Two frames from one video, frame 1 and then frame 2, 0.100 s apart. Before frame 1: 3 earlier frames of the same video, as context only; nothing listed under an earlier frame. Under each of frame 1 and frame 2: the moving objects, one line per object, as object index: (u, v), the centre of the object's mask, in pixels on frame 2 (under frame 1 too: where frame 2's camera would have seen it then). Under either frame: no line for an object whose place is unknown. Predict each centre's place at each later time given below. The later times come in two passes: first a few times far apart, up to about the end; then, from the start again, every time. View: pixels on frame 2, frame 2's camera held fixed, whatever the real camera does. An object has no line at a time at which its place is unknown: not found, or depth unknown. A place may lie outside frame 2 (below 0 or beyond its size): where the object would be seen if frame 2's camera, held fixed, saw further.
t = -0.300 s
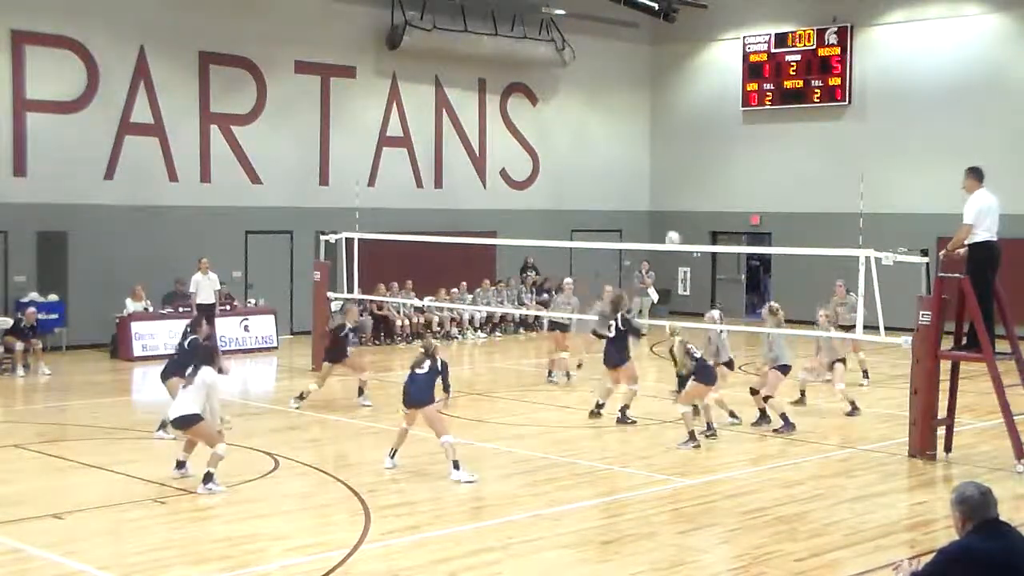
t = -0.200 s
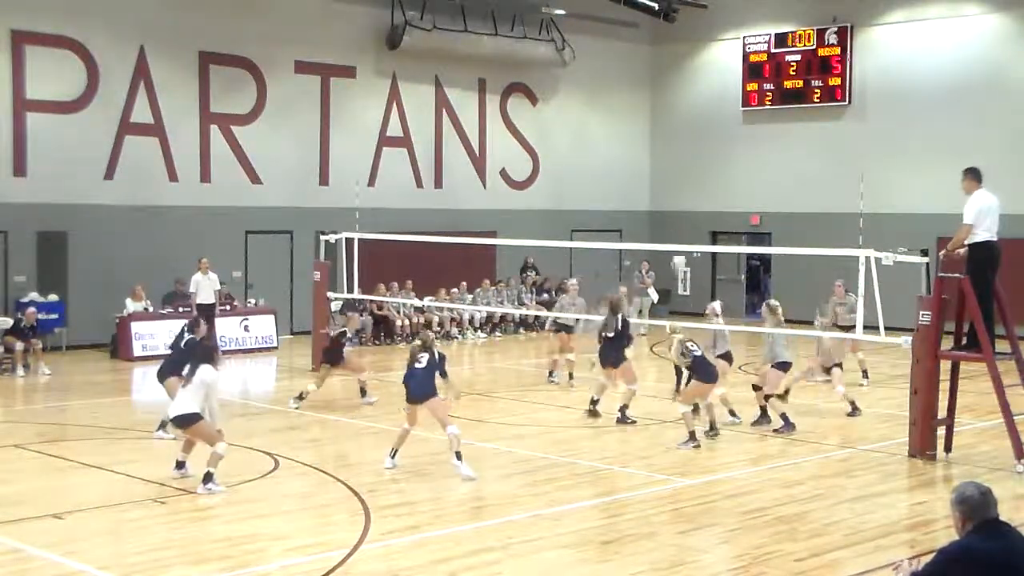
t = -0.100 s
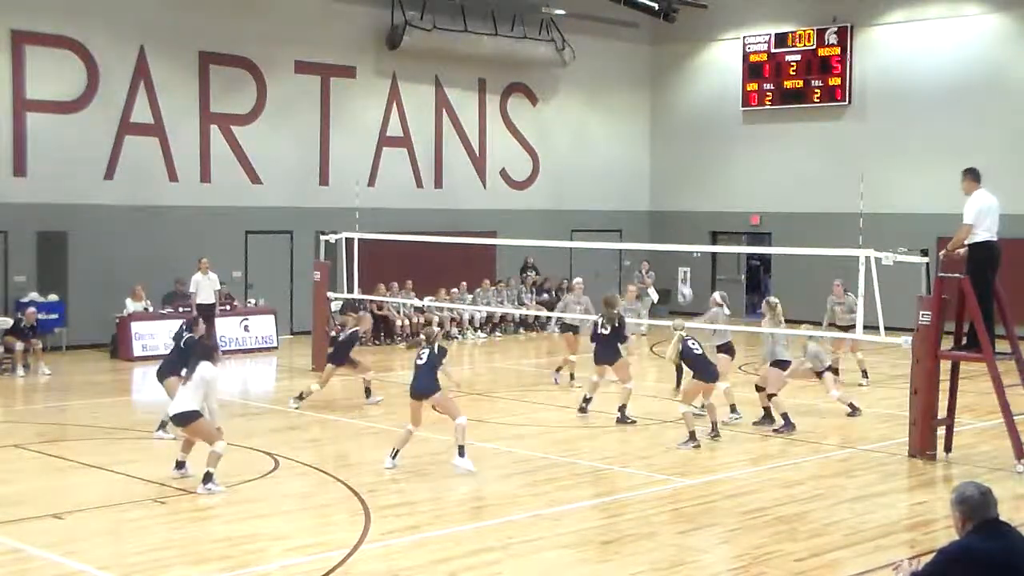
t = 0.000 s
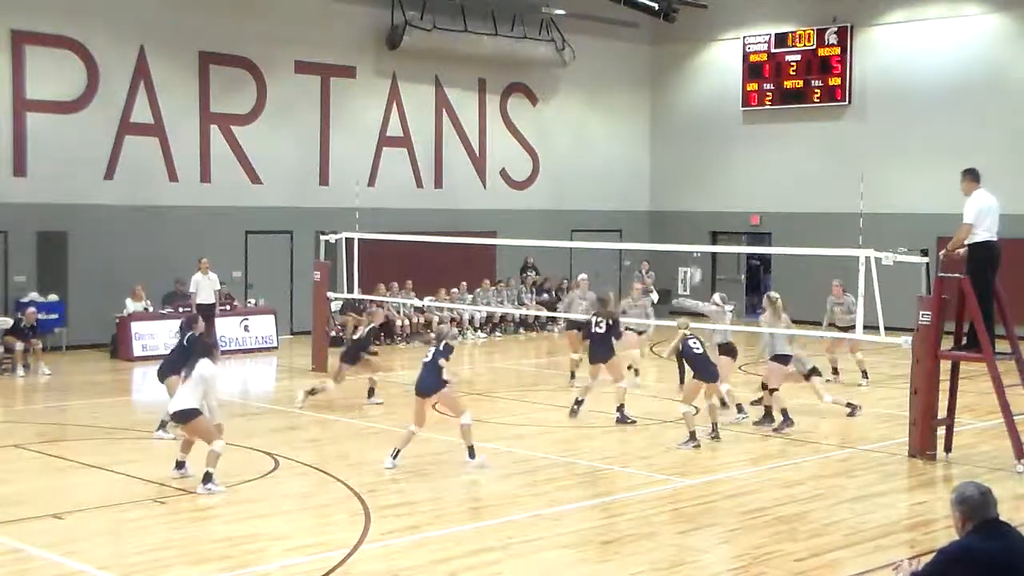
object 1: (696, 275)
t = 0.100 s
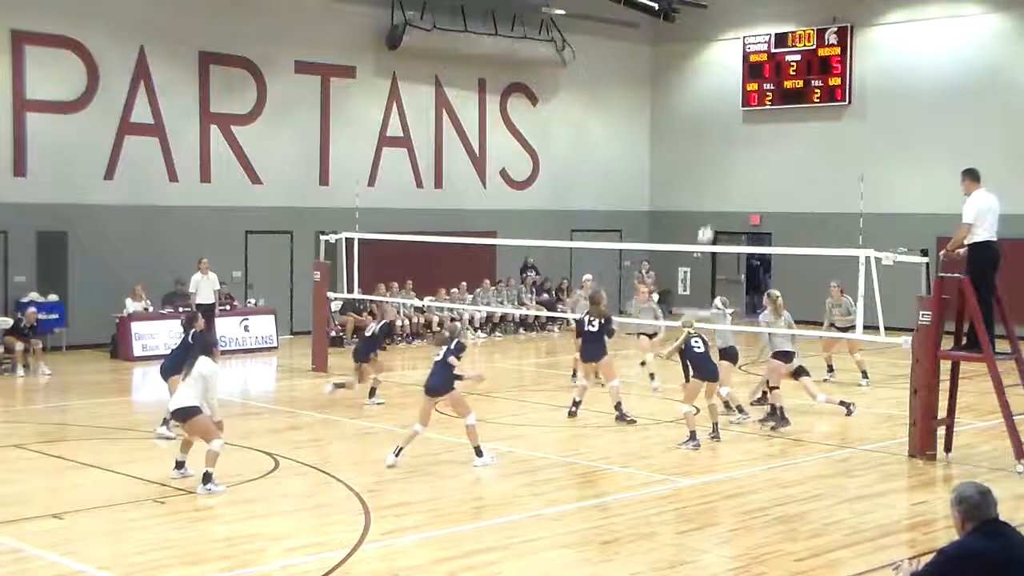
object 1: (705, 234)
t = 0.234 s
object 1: (718, 194)
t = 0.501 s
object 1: (750, 157)
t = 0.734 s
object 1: (768, 166)
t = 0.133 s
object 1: (709, 222)
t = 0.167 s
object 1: (713, 214)
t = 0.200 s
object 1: (717, 203)
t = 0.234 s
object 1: (718, 194)
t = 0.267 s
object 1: (723, 185)
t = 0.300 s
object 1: (728, 179)
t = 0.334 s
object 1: (729, 173)
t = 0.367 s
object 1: (734, 167)
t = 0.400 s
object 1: (738, 165)
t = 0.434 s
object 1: (741, 162)
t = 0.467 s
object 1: (744, 160)
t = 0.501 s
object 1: (750, 157)
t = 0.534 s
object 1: (751, 158)
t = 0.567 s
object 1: (754, 156)
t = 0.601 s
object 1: (756, 157)
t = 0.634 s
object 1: (758, 157)
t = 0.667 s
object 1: (761, 160)
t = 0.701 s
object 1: (764, 163)
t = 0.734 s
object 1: (768, 166)
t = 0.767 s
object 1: (771, 171)
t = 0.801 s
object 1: (774, 175)
